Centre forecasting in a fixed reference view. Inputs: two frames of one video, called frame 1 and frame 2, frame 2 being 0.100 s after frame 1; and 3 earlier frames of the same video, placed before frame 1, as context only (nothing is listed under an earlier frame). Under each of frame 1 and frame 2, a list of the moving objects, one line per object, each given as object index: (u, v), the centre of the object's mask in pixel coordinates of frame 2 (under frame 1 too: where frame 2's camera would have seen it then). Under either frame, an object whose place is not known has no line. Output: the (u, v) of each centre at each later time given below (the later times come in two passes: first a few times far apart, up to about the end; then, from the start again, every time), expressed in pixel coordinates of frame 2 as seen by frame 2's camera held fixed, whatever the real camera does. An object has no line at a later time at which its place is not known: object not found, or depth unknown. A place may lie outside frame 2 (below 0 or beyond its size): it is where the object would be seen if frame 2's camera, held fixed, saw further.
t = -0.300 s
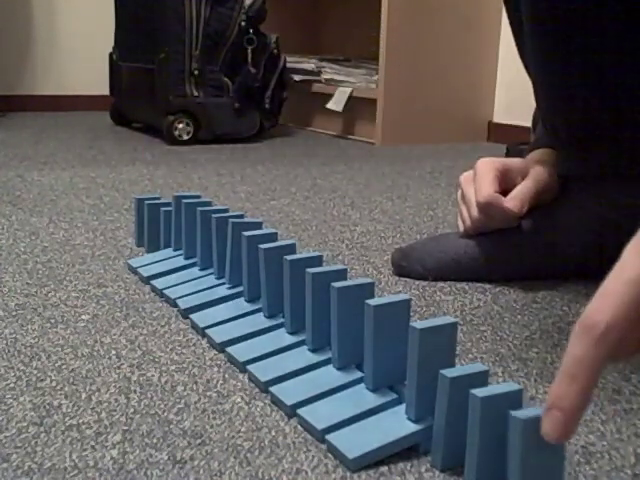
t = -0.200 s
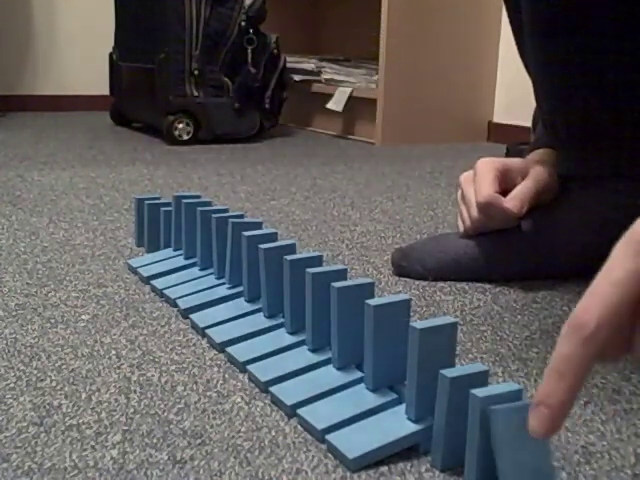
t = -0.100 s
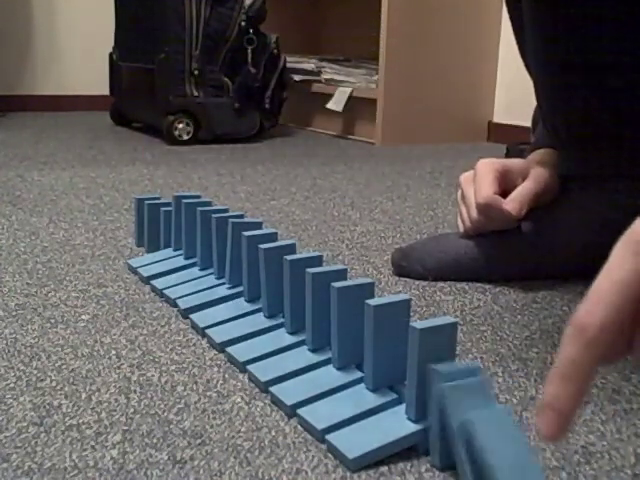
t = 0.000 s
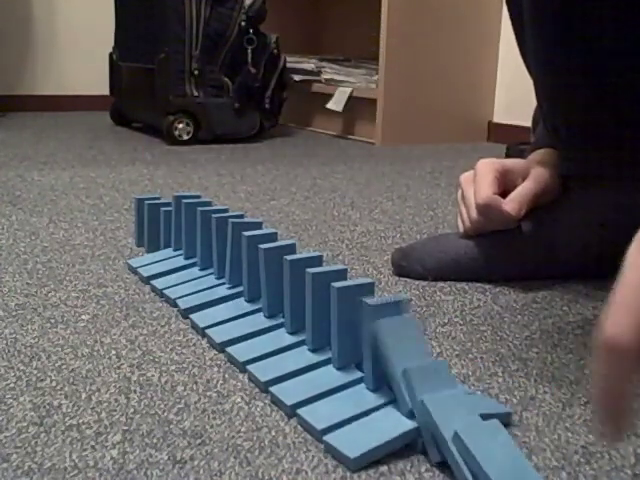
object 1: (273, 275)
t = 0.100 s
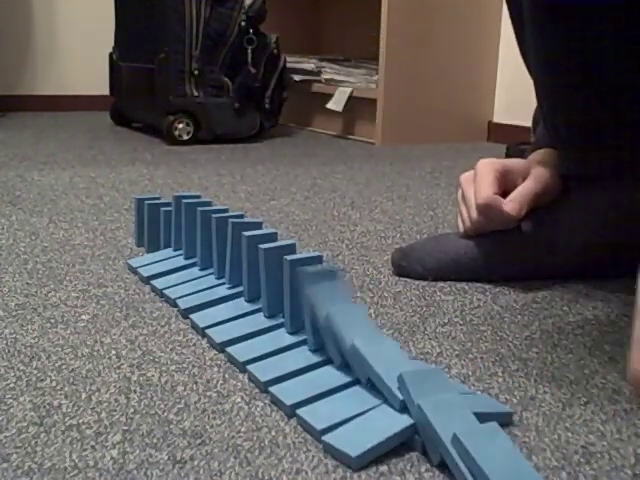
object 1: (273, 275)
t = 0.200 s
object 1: (263, 268)
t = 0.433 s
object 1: (246, 280)
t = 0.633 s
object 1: (246, 281)
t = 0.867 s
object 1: (246, 281)
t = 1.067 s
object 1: (246, 281)
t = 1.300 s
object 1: (246, 281)
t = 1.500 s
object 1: (246, 281)
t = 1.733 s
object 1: (246, 281)
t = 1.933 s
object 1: (245, 281)
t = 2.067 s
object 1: (245, 281)
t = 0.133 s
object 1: (272, 275)
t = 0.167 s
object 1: (267, 271)
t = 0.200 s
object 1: (263, 268)
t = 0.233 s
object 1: (253, 263)
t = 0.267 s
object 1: (244, 257)
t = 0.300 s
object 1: (241, 262)
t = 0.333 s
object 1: (239, 266)
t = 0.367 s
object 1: (246, 280)
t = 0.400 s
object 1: (246, 281)
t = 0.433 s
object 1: (246, 280)
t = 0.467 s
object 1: (246, 281)
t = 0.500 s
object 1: (246, 281)
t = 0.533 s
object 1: (246, 281)
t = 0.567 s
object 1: (246, 281)
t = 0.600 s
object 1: (246, 281)
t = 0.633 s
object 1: (246, 281)
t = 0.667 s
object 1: (246, 281)
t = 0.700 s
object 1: (246, 281)
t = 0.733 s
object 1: (246, 281)
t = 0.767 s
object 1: (246, 281)
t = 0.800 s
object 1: (246, 281)
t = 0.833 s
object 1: (246, 281)
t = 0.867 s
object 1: (246, 281)
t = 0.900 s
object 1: (246, 281)
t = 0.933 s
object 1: (246, 281)
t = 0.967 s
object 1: (246, 281)
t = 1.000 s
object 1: (246, 281)
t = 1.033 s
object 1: (246, 281)
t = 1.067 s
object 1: (246, 281)
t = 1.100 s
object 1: (246, 281)
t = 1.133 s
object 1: (246, 281)
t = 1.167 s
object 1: (246, 281)
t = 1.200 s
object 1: (246, 281)
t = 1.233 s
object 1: (246, 281)
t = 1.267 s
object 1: (246, 281)
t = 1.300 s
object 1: (246, 281)
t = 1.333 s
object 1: (246, 281)
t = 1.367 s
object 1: (246, 281)
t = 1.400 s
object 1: (246, 281)
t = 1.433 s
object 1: (246, 281)
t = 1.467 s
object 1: (246, 281)
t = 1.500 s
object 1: (246, 281)
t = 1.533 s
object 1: (245, 281)
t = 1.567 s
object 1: (246, 281)
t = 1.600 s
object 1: (246, 281)
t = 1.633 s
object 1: (246, 281)
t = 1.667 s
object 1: (246, 281)
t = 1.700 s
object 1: (246, 281)
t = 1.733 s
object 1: (246, 281)
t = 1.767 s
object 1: (246, 281)
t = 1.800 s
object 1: (246, 281)
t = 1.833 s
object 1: (246, 281)
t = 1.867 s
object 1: (245, 281)
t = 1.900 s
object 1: (245, 281)
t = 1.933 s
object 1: (245, 281)
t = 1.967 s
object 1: (245, 281)
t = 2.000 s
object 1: (245, 281)
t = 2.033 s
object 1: (245, 281)
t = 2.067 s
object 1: (245, 281)
